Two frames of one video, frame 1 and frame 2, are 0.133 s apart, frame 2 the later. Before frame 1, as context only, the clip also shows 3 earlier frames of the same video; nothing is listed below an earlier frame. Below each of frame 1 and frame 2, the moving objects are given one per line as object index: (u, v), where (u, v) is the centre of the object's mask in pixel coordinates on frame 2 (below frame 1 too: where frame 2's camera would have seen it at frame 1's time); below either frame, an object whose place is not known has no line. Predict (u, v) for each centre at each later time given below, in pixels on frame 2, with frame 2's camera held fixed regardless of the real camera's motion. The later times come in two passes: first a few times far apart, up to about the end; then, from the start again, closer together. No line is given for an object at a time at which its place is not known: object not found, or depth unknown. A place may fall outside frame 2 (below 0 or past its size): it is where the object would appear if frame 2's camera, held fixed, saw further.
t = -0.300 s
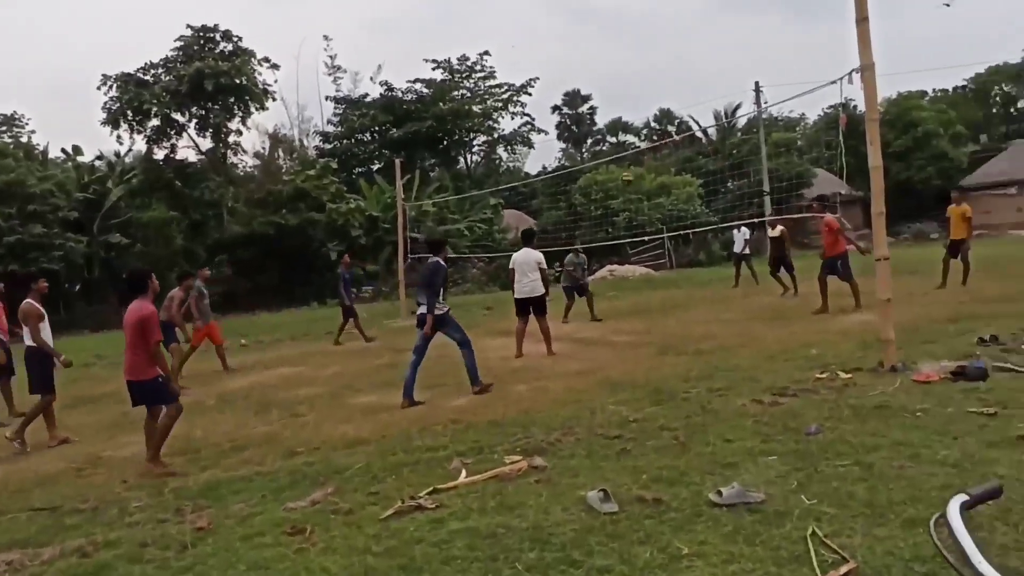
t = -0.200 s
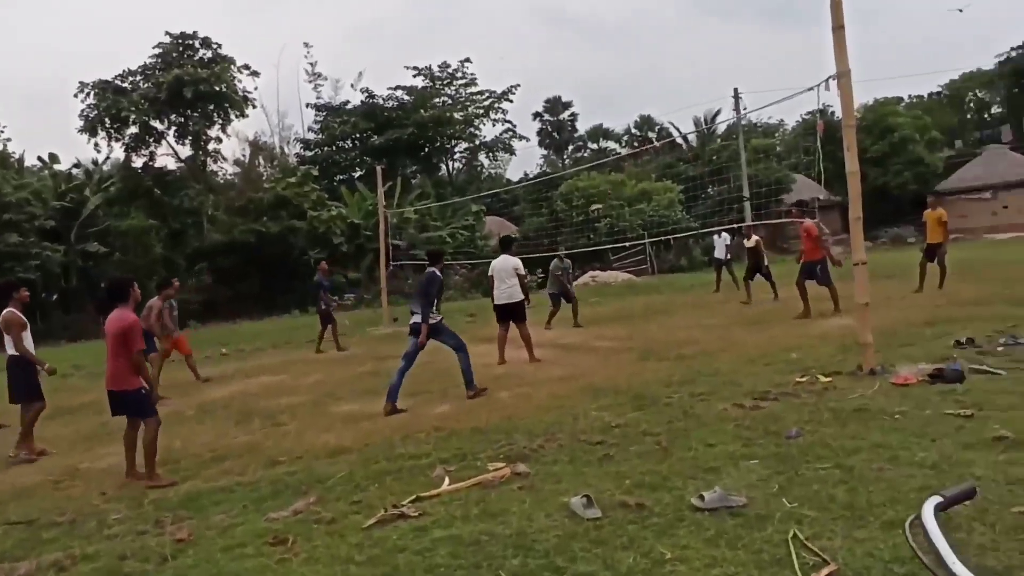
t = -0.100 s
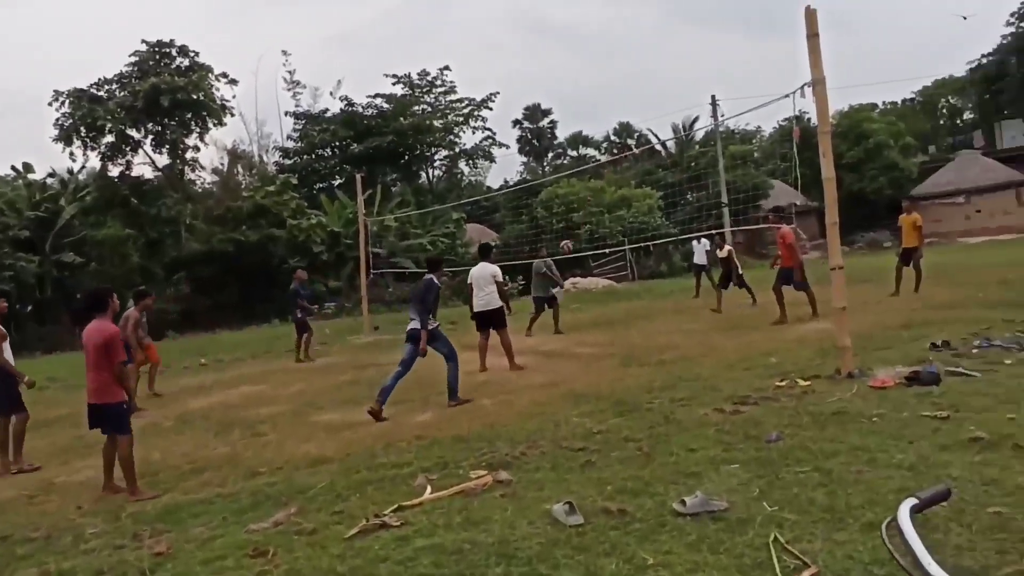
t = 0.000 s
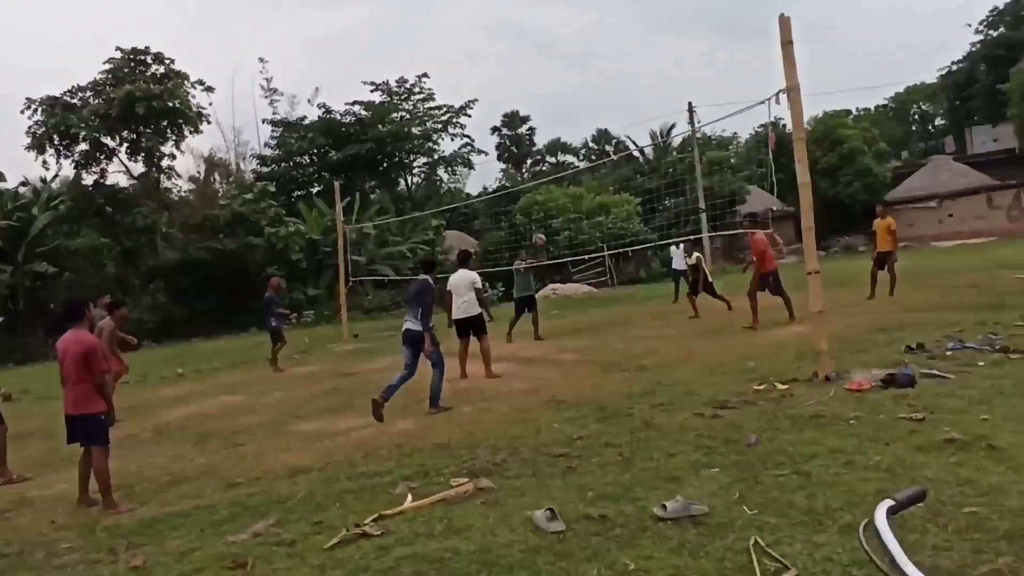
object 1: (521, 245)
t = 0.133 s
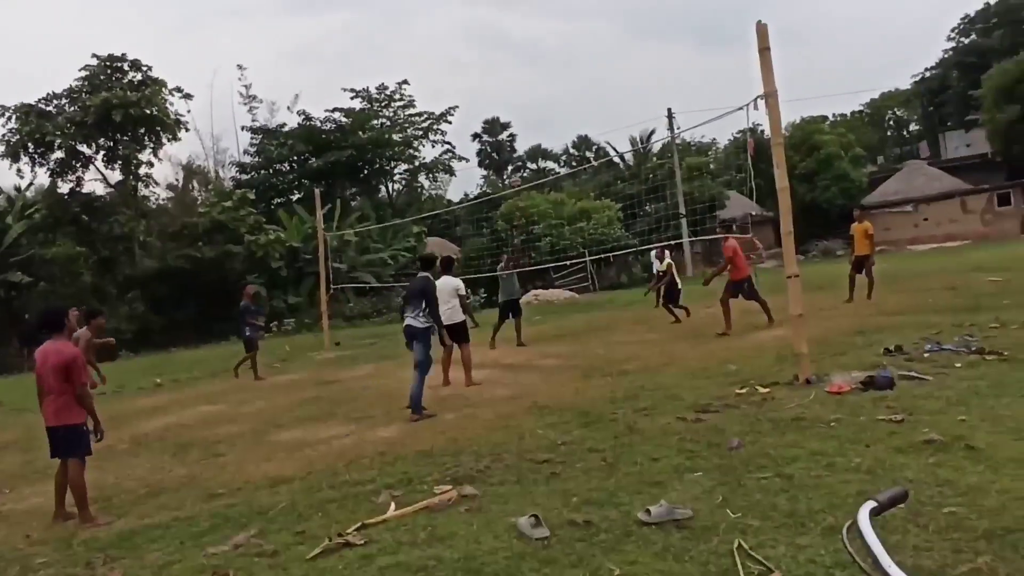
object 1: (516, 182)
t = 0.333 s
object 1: (510, 110)
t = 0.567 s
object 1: (506, 54)
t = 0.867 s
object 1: (507, 29)
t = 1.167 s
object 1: (515, 58)
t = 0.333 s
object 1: (510, 110)
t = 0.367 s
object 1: (509, 100)
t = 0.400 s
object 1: (508, 91)
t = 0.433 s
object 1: (507, 82)
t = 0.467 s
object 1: (507, 74)
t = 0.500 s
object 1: (506, 67)
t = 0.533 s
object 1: (506, 60)
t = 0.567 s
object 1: (506, 54)
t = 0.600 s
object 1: (506, 48)
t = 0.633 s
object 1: (506, 44)
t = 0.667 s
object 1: (505, 40)
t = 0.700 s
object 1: (506, 36)
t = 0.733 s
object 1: (506, 33)
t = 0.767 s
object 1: (506, 31)
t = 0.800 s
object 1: (506, 29)
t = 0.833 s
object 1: (507, 29)
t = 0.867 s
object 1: (507, 29)
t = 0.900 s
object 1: (508, 29)
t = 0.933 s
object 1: (508, 30)
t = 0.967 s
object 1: (509, 32)
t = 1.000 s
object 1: (510, 35)
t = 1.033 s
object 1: (511, 38)
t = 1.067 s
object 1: (511, 42)
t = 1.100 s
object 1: (513, 47)
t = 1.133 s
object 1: (514, 52)
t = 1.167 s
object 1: (515, 58)
